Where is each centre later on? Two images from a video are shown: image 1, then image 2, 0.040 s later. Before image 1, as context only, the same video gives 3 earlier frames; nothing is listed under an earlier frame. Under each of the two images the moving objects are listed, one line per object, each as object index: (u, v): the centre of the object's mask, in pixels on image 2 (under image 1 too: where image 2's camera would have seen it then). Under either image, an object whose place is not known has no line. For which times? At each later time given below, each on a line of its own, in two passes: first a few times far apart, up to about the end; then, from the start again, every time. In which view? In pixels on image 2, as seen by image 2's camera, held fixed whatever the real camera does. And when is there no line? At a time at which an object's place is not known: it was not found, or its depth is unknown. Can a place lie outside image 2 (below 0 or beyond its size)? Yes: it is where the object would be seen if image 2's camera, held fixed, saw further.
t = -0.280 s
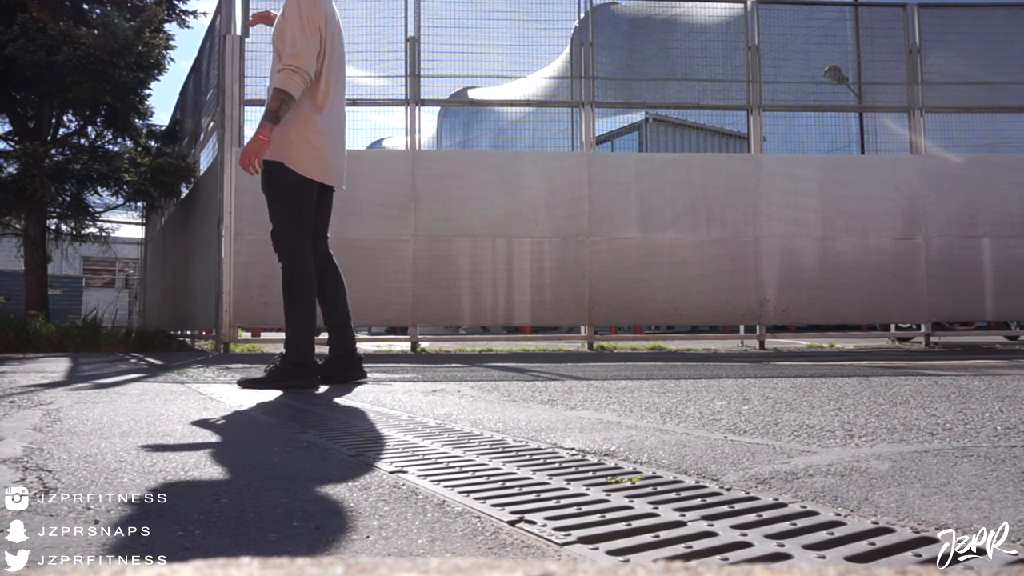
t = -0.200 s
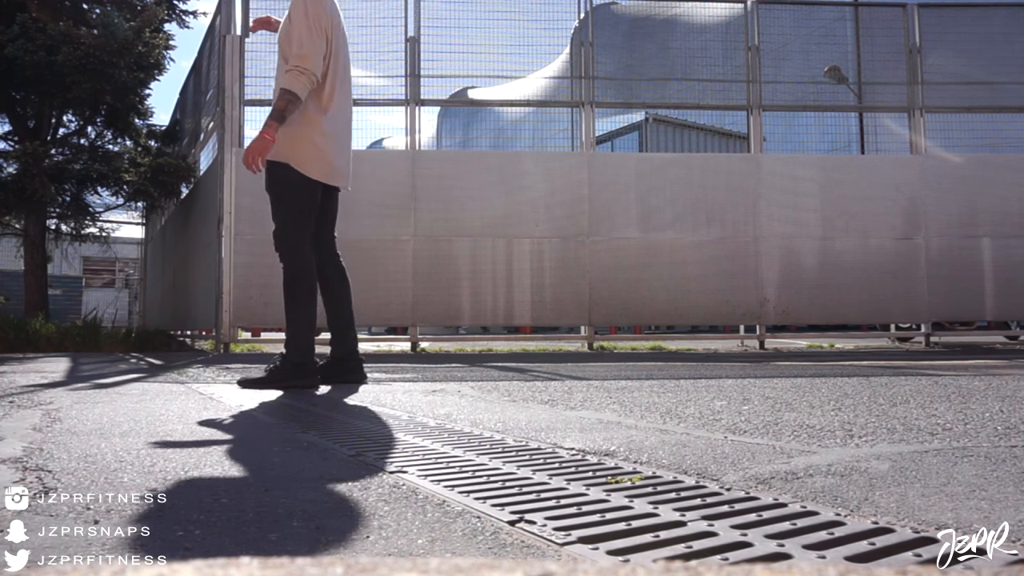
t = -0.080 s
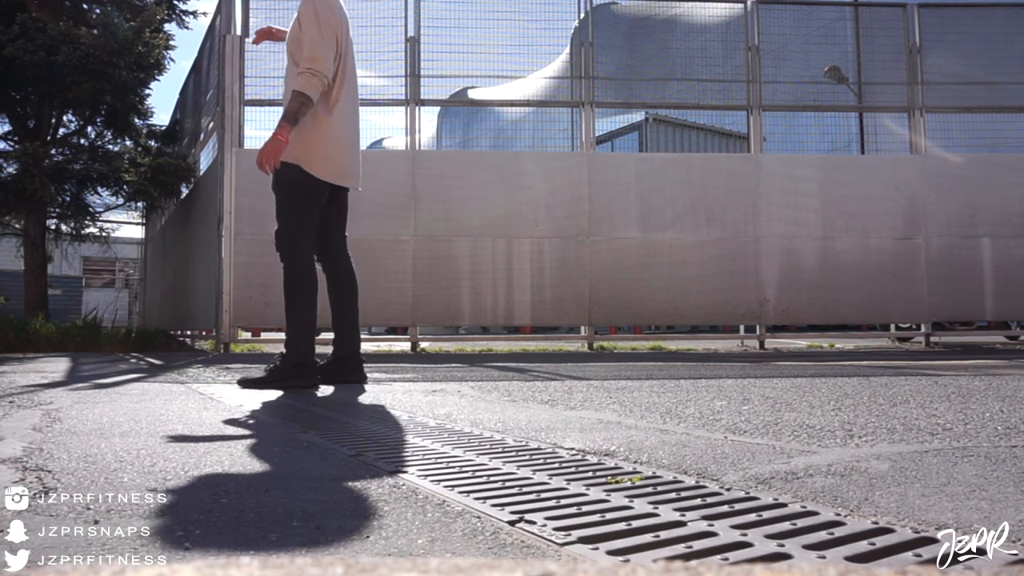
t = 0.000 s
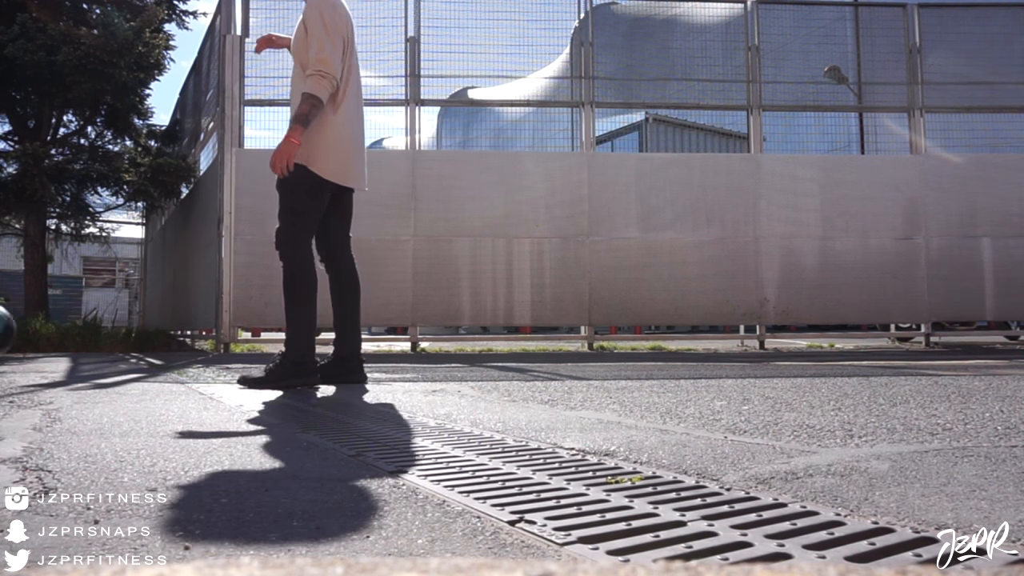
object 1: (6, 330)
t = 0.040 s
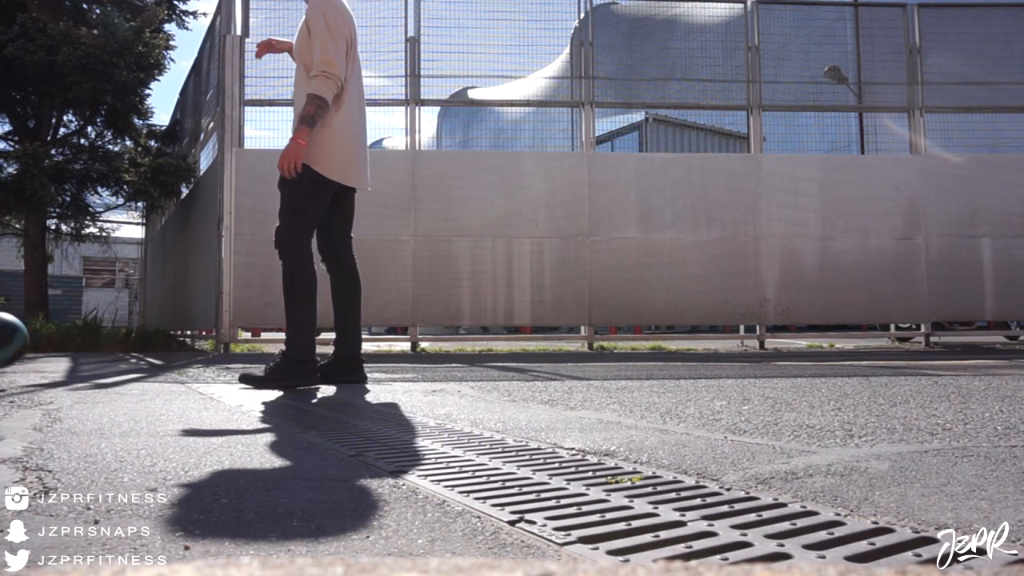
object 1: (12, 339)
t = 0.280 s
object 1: (71, 338)
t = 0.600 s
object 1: (175, 357)
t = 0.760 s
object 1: (229, 356)
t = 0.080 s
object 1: (18, 354)
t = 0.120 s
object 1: (24, 354)
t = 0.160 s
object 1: (33, 344)
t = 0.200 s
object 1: (45, 338)
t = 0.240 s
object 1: (58, 336)
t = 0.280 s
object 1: (71, 338)
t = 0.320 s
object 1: (84, 344)
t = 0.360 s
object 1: (97, 354)
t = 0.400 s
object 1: (110, 357)
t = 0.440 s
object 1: (123, 348)
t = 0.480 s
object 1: (136, 344)
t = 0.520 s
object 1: (149, 344)
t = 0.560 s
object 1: (162, 348)
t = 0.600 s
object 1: (175, 357)
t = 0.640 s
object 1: (189, 359)
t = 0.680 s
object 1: (203, 354)
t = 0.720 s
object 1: (216, 353)
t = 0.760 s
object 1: (229, 356)
